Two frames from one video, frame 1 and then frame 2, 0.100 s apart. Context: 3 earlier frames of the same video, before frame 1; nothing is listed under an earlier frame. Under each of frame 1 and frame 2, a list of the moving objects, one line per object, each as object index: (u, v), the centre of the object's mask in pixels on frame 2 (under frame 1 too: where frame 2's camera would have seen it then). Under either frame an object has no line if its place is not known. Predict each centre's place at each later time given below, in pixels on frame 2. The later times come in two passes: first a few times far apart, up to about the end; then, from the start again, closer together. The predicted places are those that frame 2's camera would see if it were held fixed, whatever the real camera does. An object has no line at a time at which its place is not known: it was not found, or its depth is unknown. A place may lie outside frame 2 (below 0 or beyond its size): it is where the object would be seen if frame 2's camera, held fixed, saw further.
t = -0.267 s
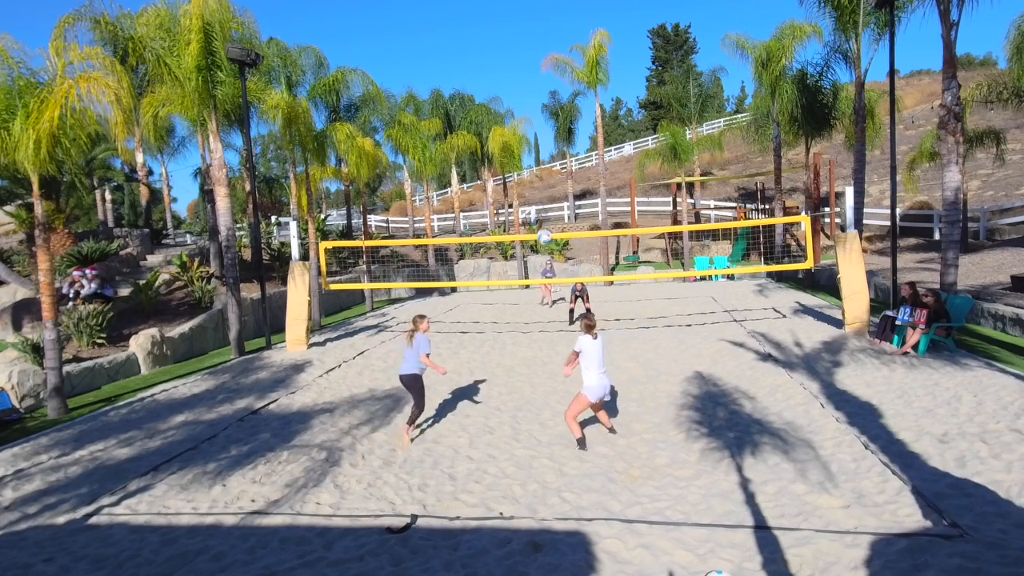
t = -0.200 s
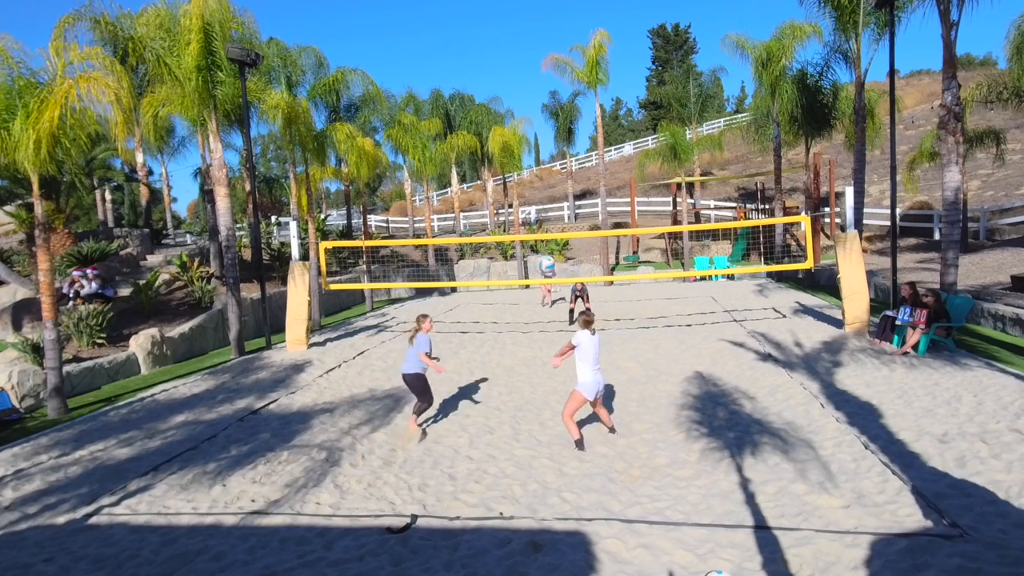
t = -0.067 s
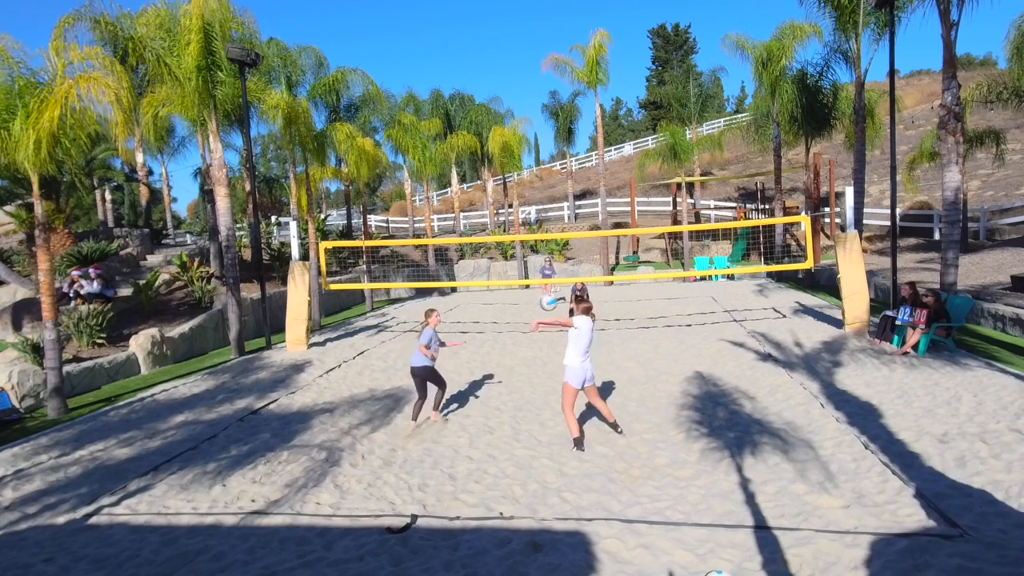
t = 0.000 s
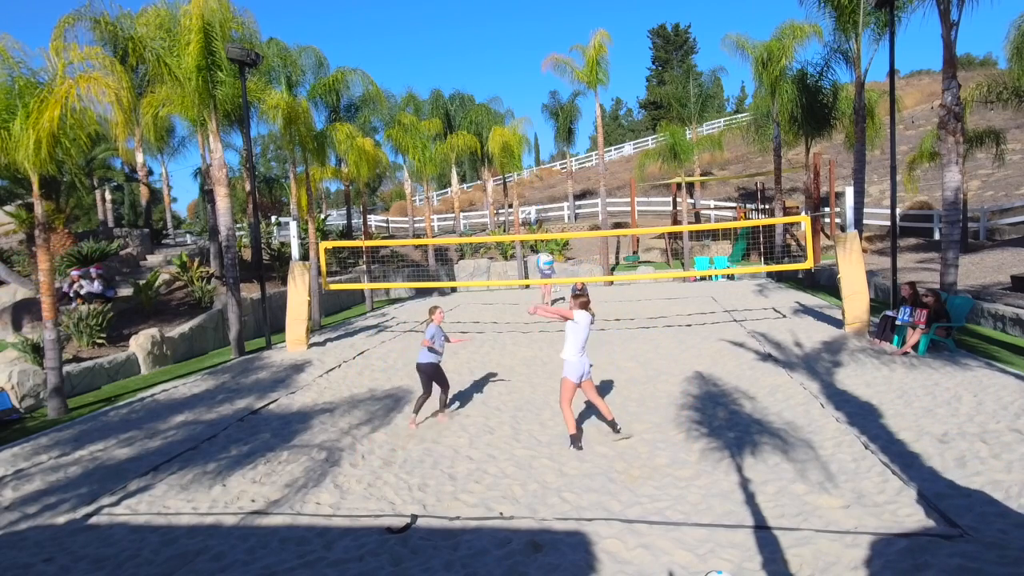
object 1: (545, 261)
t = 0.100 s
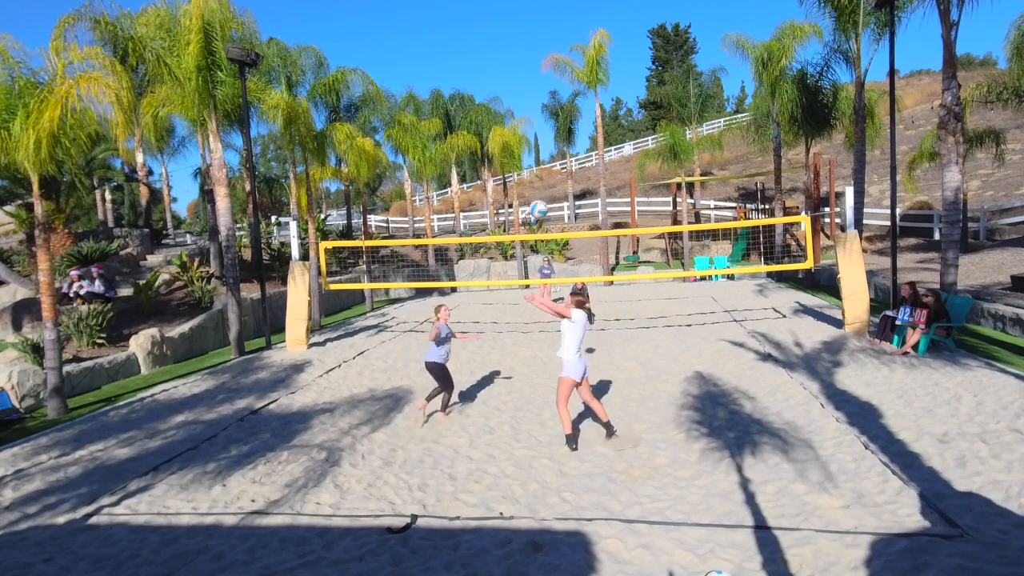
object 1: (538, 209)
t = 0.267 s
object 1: (530, 144)
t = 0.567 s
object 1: (520, 91)
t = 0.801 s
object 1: (516, 100)
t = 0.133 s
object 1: (536, 193)
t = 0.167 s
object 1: (535, 180)
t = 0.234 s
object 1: (531, 155)
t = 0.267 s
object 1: (530, 144)
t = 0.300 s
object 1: (529, 134)
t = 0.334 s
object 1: (527, 125)
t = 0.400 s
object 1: (525, 110)
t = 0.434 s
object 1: (524, 105)
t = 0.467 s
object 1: (523, 100)
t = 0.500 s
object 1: (522, 96)
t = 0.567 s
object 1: (520, 91)
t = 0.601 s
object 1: (519, 90)
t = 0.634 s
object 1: (518, 89)
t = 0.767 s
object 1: (516, 97)
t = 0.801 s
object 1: (516, 100)
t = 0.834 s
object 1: (516, 105)
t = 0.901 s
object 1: (514, 117)
